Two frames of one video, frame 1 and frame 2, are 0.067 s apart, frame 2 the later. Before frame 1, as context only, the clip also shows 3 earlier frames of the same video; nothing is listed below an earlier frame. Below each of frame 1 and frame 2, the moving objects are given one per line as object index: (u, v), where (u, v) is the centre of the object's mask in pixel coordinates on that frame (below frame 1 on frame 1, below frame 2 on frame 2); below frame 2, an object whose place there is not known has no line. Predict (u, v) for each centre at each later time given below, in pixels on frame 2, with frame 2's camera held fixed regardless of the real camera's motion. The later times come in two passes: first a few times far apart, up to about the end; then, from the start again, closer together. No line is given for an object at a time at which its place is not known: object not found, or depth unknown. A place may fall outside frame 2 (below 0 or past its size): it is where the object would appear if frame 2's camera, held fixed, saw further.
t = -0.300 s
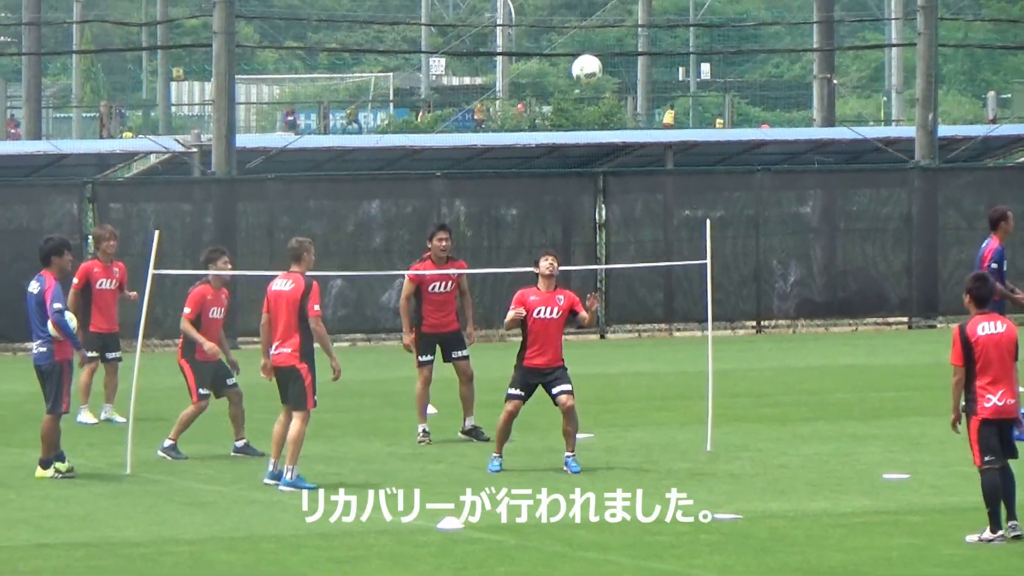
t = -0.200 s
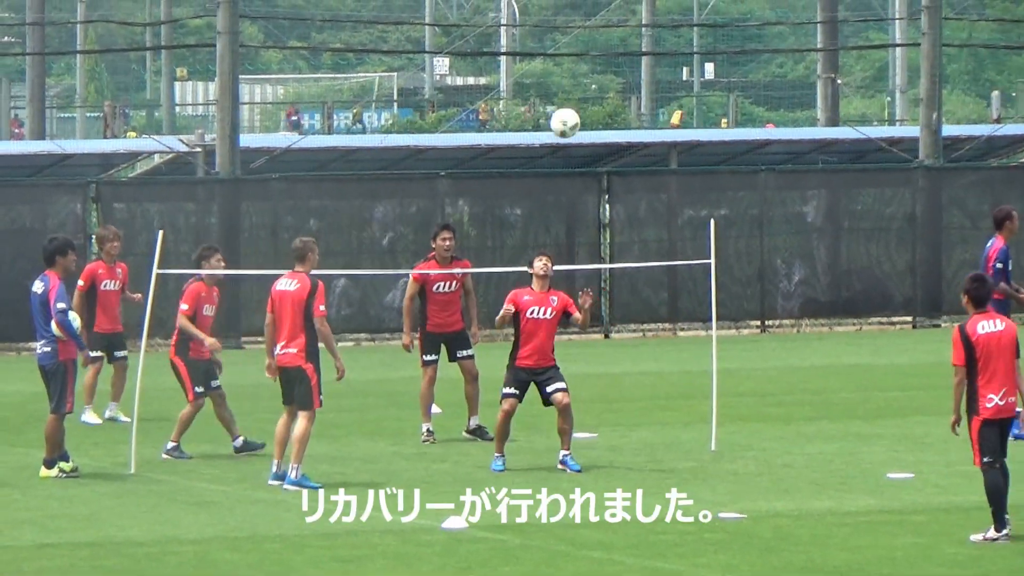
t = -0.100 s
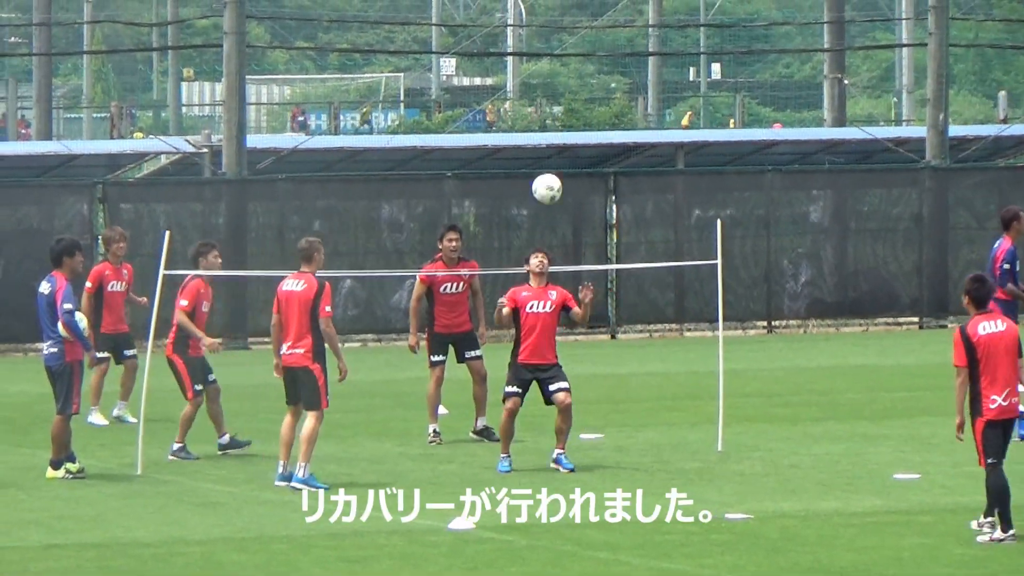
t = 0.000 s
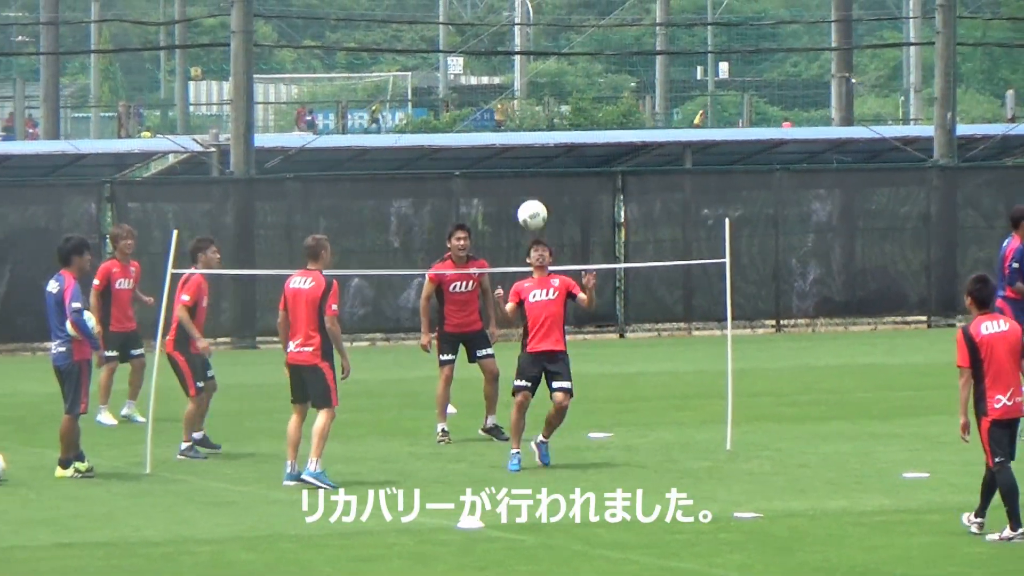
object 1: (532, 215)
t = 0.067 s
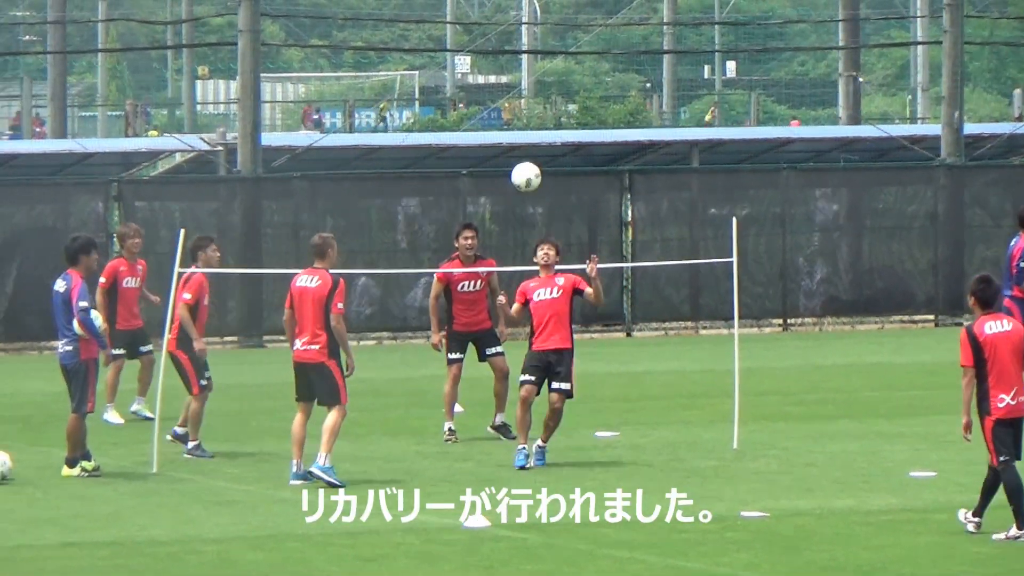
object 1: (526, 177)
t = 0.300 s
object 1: (479, 89)
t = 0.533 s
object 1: (435, 73)
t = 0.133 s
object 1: (513, 146)
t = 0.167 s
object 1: (505, 132)
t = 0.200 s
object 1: (499, 119)
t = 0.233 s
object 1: (492, 108)
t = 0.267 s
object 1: (486, 98)
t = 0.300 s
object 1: (479, 89)
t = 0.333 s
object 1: (474, 83)
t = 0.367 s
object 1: (467, 77)
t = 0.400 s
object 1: (461, 74)
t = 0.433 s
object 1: (455, 70)
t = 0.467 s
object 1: (448, 70)
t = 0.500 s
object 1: (441, 70)
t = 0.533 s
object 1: (435, 73)
